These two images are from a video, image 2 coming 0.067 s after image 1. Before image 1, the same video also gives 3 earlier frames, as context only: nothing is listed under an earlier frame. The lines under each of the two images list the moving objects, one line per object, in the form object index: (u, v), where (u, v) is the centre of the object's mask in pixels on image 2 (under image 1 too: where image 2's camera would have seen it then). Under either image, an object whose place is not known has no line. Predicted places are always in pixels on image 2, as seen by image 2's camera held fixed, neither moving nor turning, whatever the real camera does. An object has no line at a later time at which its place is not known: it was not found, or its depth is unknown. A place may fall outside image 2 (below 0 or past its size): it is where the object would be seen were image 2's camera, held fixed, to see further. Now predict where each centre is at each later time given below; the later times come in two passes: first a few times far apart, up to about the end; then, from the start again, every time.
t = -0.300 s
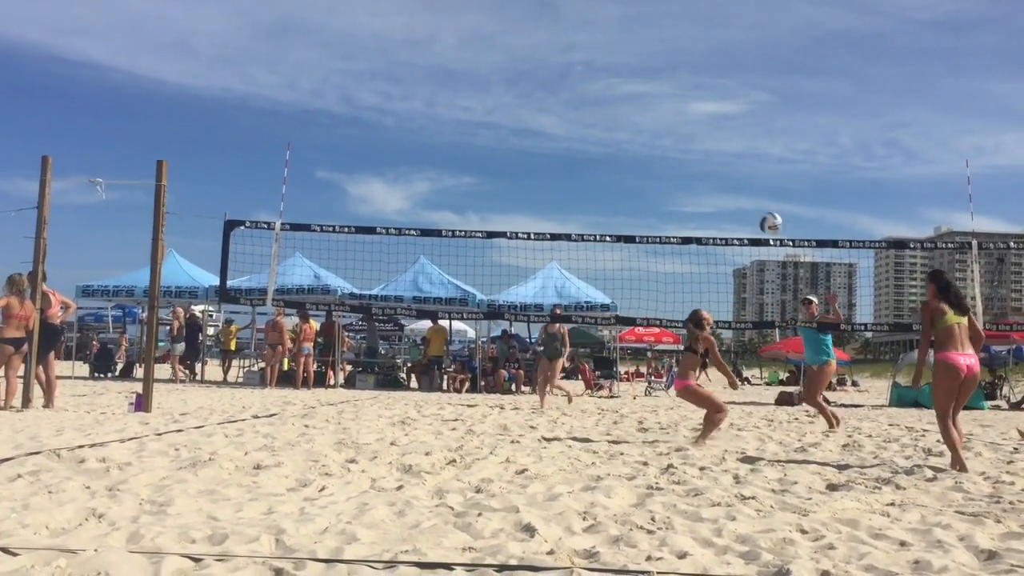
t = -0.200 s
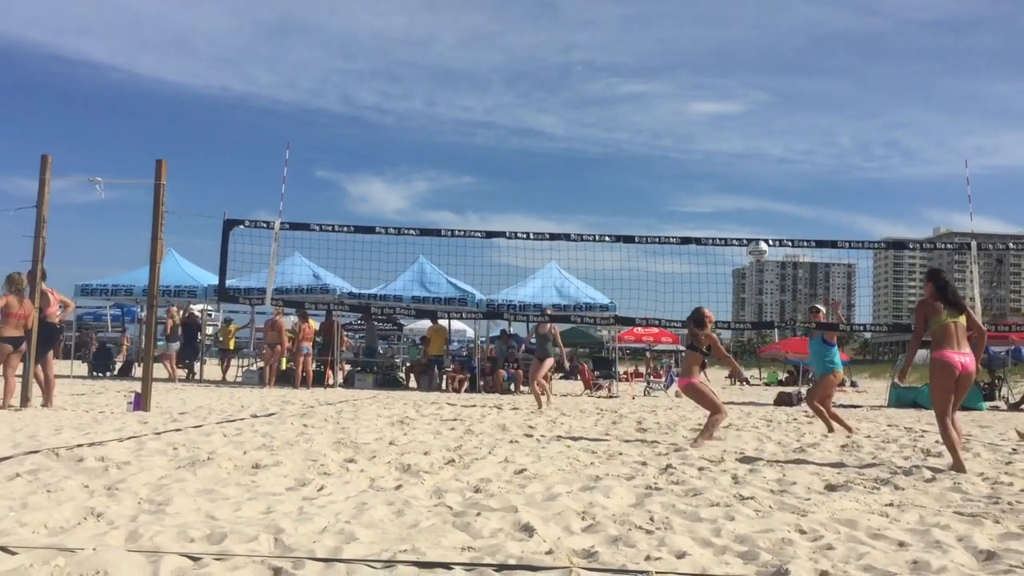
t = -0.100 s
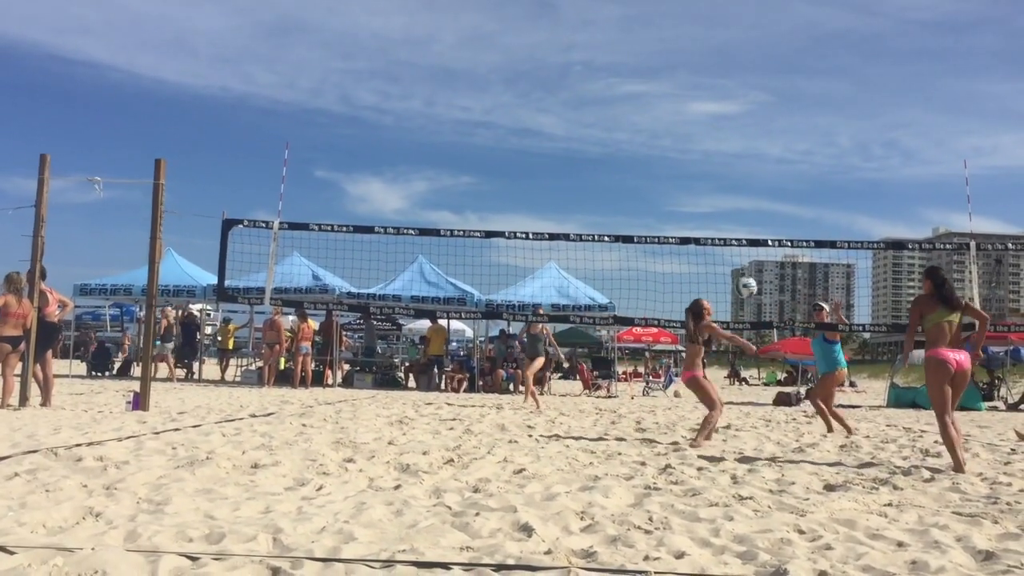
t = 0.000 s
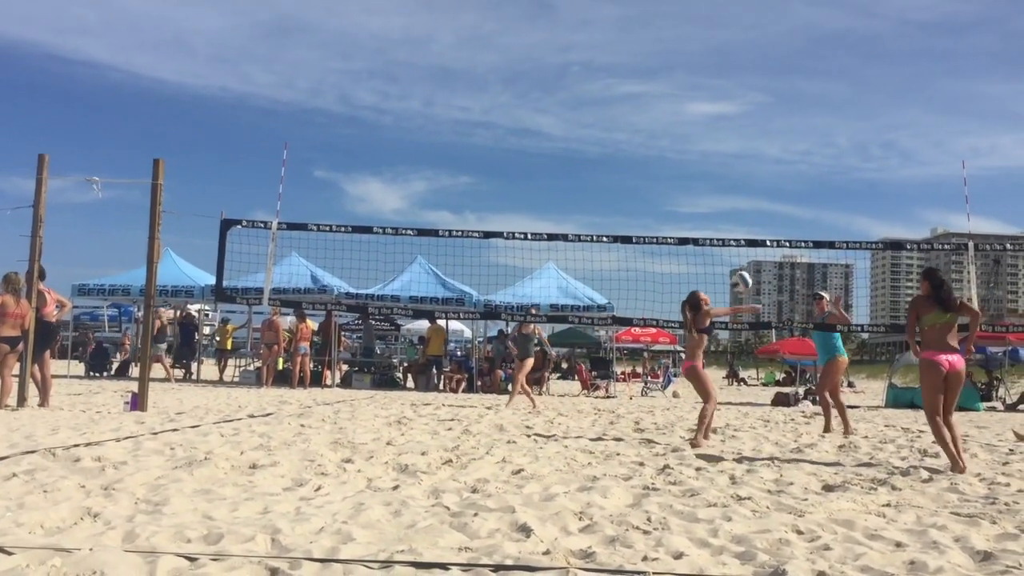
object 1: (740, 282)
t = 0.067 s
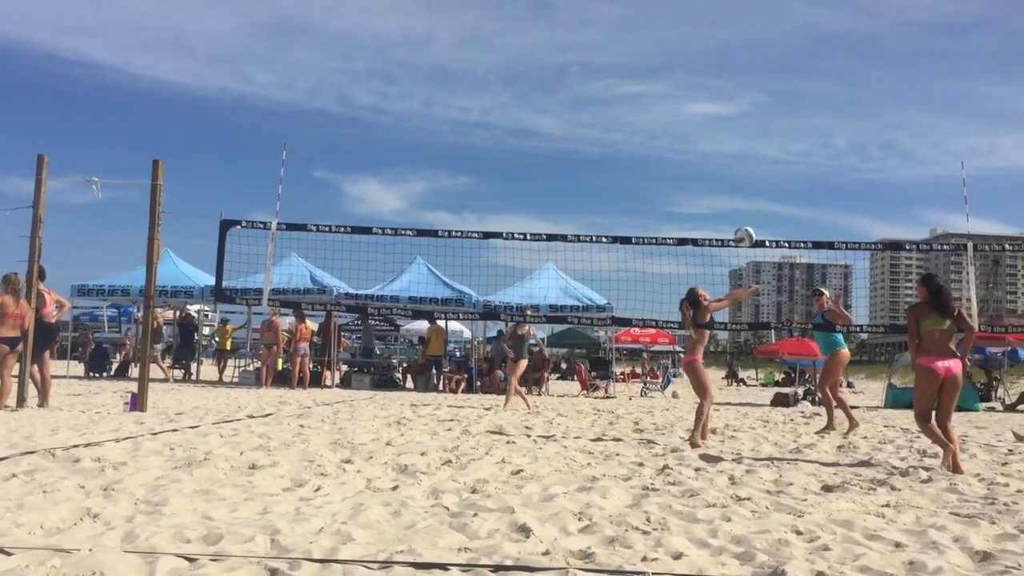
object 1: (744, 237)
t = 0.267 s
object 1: (760, 126)
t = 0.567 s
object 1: (786, 32)
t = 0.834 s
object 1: (808, 16)
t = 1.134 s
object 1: (835, 75)
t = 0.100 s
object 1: (747, 216)
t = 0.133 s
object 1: (749, 196)
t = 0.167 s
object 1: (752, 177)
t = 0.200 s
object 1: (755, 159)
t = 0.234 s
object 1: (757, 142)
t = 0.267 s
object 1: (760, 126)
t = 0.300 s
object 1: (763, 111)
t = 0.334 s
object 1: (766, 97)
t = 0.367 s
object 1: (768, 85)
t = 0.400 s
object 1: (771, 73)
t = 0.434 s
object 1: (774, 63)
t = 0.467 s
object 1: (777, 54)
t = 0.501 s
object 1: (780, 46)
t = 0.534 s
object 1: (783, 38)
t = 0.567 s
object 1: (786, 32)
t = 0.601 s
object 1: (788, 26)
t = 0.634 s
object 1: (791, 21)
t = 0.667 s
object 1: (794, 18)
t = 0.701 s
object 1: (797, 16)
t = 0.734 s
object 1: (800, 14)
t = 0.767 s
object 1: (803, 14)
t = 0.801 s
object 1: (805, 14)
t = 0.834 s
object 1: (808, 16)
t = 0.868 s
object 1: (811, 18)
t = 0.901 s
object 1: (814, 22)
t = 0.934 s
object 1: (817, 26)
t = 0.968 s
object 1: (820, 31)
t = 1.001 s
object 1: (822, 38)
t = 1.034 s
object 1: (826, 46)
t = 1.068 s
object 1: (829, 55)
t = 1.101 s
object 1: (832, 64)
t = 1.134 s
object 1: (835, 75)
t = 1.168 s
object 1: (838, 87)
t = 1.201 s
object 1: (841, 100)
